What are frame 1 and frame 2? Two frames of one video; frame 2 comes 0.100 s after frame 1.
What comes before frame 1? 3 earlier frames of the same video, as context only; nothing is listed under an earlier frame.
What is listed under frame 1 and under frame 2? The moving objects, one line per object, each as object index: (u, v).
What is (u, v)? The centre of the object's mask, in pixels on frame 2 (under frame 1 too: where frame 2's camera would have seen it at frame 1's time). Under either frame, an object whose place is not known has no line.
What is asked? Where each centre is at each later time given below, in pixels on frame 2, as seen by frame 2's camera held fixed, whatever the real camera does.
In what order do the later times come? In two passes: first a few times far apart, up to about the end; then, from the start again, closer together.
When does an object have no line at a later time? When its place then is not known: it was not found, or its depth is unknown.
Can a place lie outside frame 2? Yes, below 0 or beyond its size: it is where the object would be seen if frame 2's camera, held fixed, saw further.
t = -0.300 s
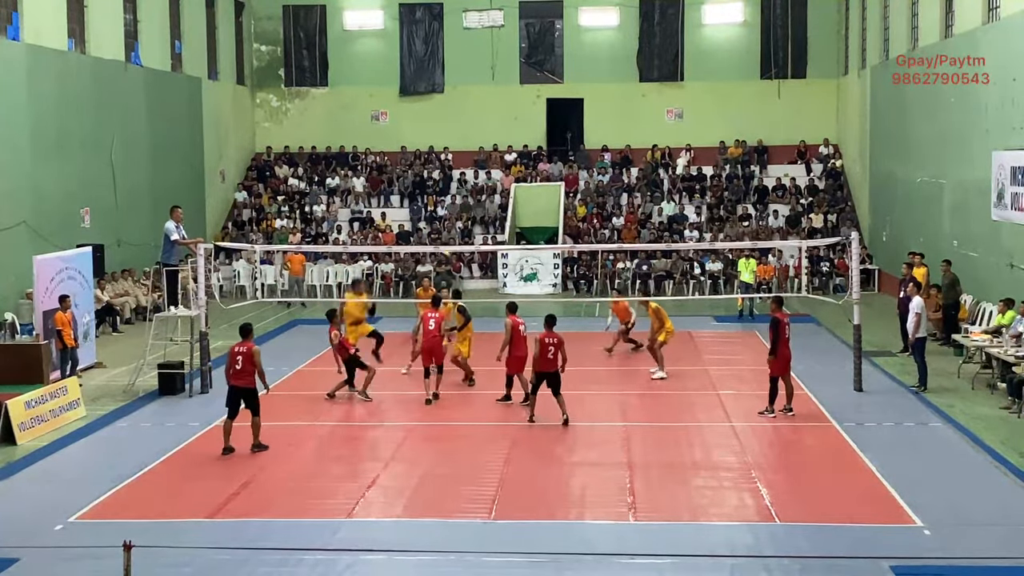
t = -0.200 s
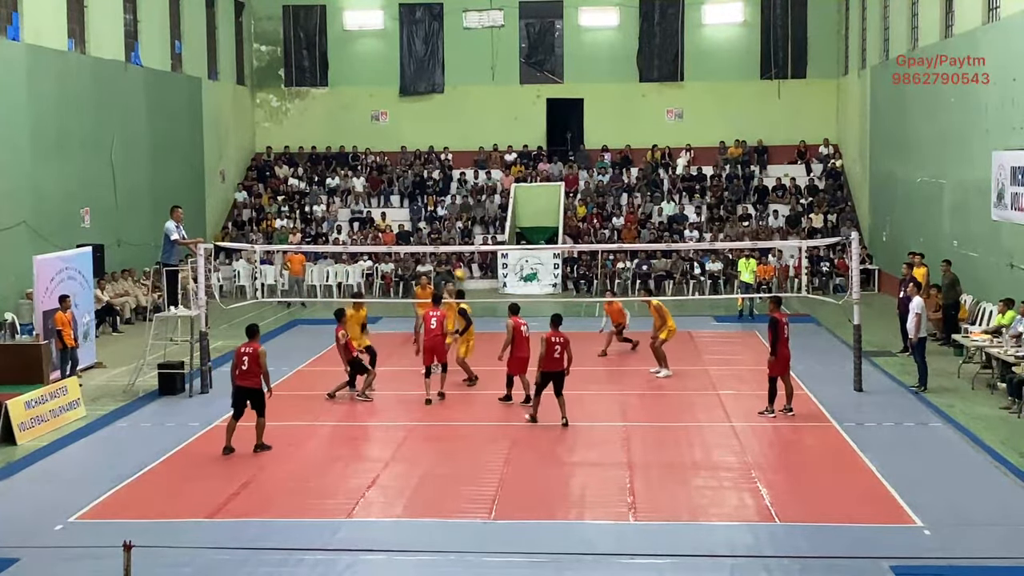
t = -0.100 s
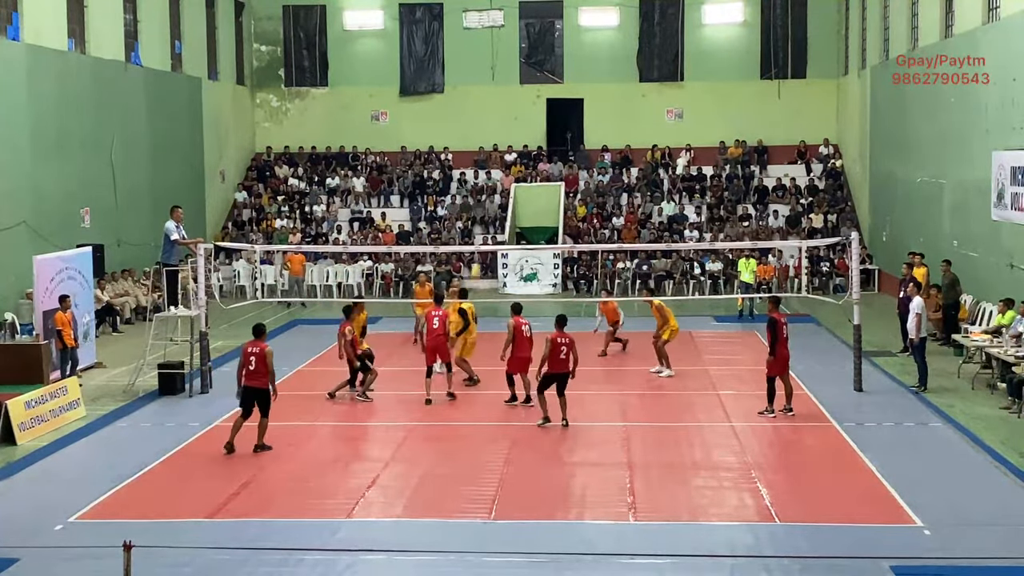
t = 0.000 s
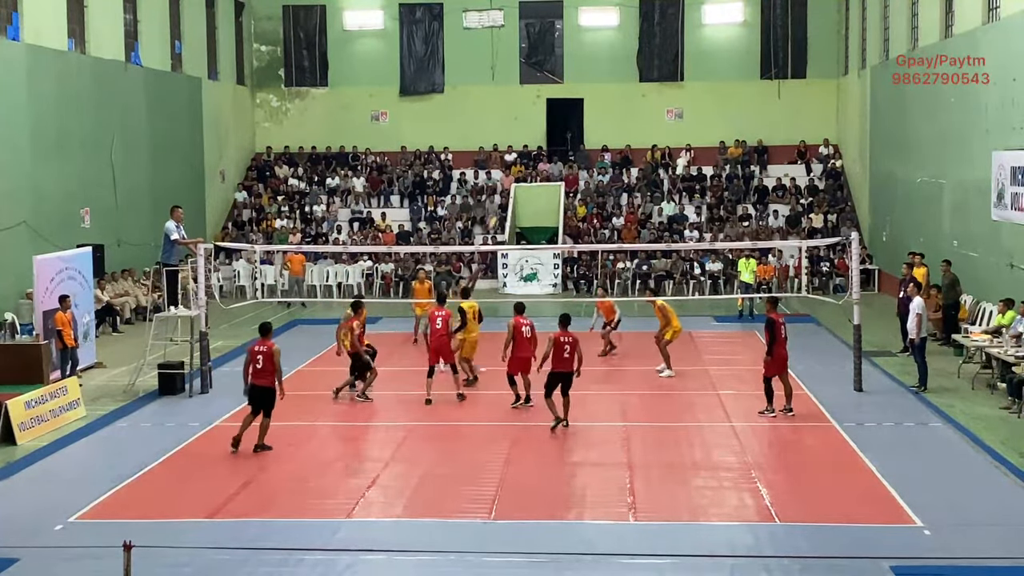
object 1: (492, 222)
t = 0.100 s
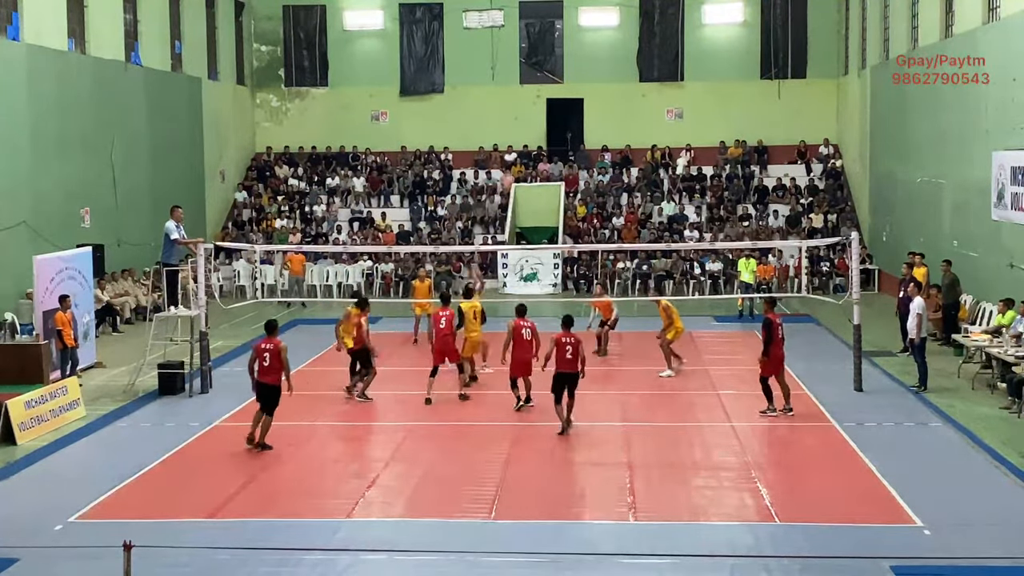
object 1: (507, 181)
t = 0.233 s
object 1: (530, 133)
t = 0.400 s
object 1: (557, 90)
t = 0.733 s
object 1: (609, 53)
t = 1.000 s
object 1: (650, 69)
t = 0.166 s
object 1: (518, 157)
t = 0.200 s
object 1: (523, 144)
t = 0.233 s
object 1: (530, 133)
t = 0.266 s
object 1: (536, 121)
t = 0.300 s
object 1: (541, 113)
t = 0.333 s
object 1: (546, 105)
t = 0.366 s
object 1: (551, 98)
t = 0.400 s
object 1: (557, 90)
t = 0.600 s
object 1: (588, 61)
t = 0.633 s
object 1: (594, 58)
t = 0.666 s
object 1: (599, 56)
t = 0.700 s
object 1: (604, 54)
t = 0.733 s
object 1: (609, 53)
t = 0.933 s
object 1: (640, 62)
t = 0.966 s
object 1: (645, 65)
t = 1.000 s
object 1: (650, 69)
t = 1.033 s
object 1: (655, 73)
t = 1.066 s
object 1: (660, 78)
